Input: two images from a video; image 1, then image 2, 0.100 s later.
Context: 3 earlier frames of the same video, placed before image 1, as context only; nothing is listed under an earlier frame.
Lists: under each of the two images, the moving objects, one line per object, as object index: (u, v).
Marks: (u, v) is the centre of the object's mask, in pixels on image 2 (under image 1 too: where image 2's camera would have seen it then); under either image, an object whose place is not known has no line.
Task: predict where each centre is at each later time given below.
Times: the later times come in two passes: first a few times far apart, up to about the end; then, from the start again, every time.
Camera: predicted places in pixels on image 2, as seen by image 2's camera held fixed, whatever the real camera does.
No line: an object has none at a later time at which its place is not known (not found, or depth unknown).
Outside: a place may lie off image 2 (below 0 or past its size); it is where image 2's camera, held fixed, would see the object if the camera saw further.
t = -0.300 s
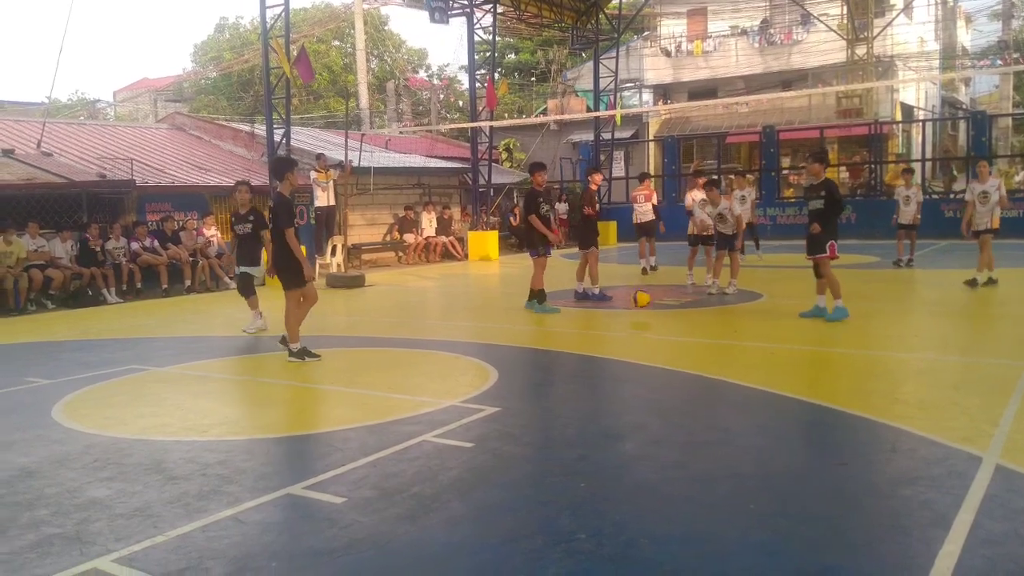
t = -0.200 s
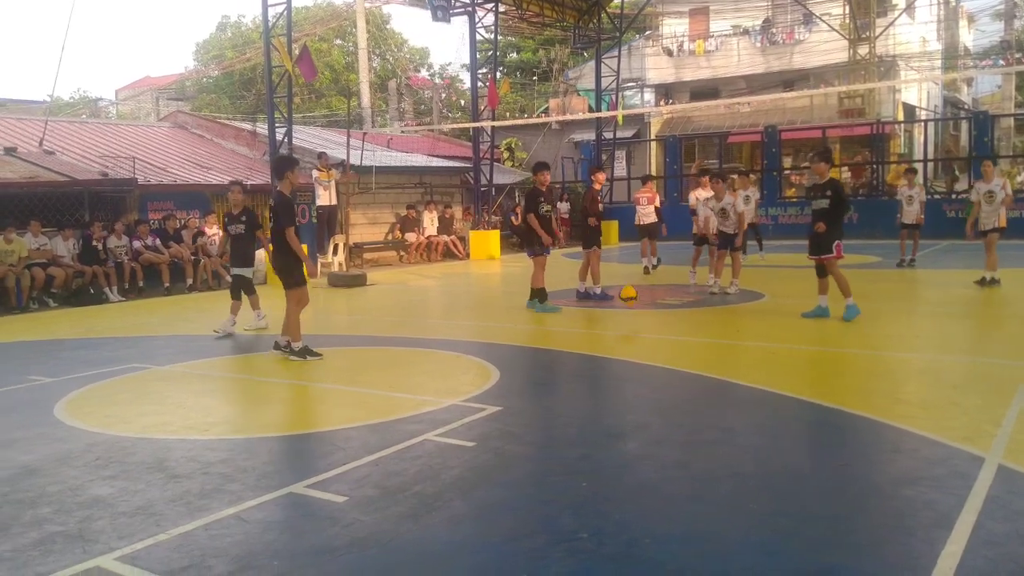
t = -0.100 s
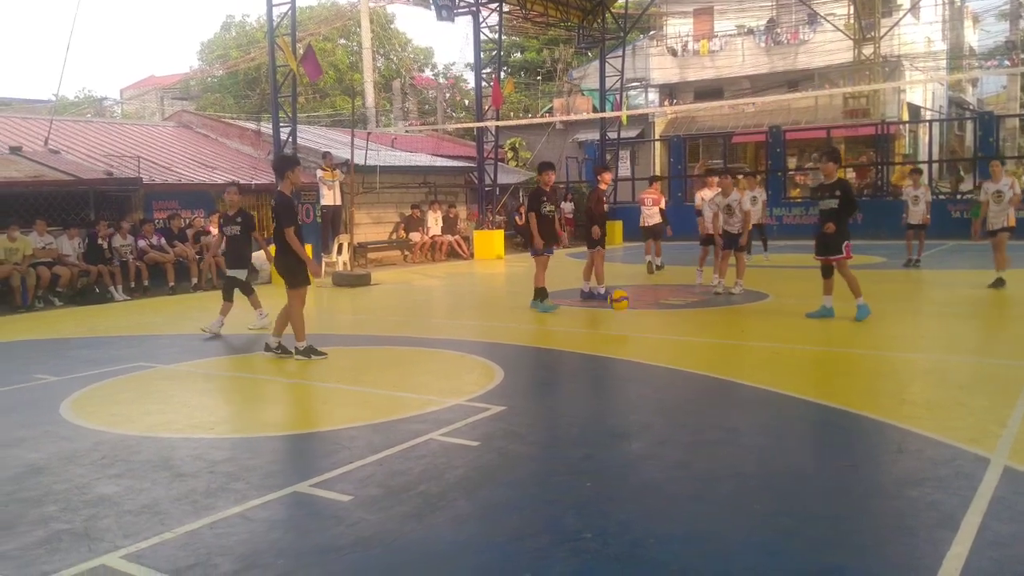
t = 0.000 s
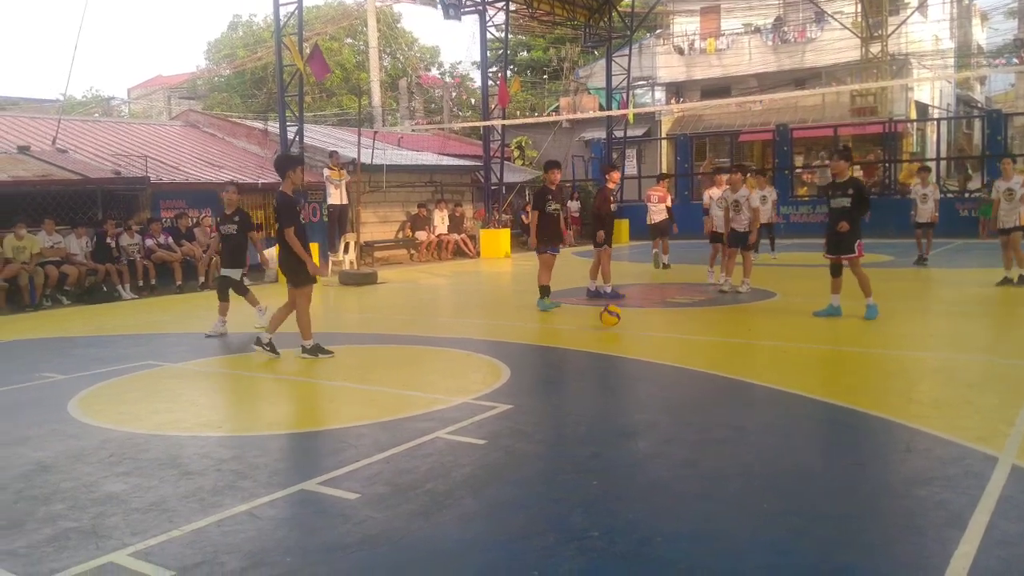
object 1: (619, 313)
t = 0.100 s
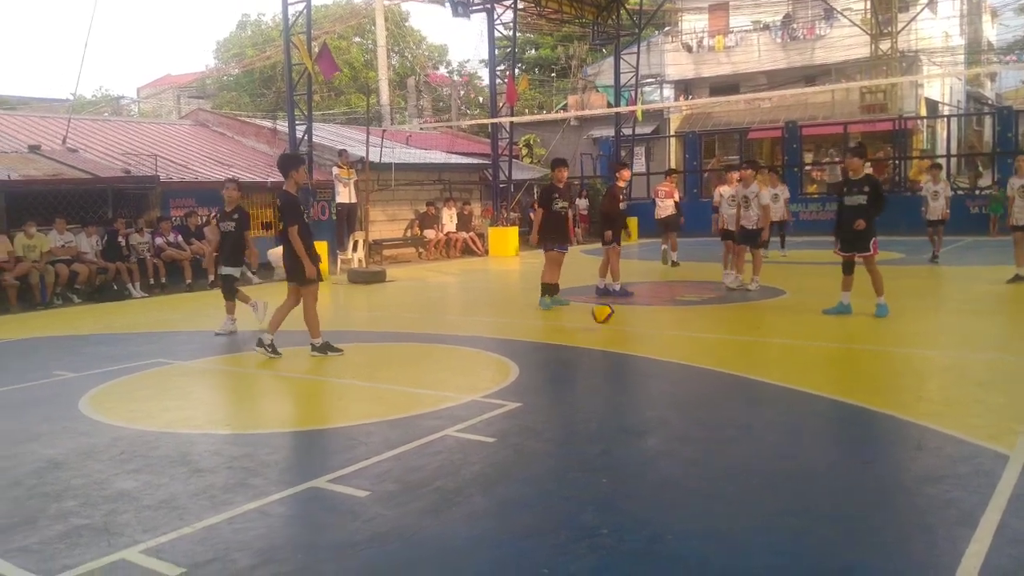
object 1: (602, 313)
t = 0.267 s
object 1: (574, 317)
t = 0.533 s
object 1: (521, 336)
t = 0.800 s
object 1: (458, 358)
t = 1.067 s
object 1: (377, 389)
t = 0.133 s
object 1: (597, 312)
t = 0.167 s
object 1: (591, 312)
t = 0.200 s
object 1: (586, 312)
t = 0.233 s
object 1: (580, 315)
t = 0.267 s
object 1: (574, 317)
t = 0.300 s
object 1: (568, 322)
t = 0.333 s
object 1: (561, 328)
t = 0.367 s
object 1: (556, 336)
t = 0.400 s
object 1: (550, 339)
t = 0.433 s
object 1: (543, 336)
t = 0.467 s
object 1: (536, 335)
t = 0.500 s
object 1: (529, 334)
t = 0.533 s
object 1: (521, 336)
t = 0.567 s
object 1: (515, 338)
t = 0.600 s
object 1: (507, 343)
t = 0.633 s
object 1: (499, 347)
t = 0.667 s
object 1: (491, 355)
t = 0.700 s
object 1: (483, 362)
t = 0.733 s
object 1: (475, 359)
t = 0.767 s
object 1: (466, 358)
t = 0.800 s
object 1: (458, 358)
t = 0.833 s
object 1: (448, 360)
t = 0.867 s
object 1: (439, 364)
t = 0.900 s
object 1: (429, 369)
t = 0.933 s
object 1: (419, 376)
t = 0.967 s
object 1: (408, 386)
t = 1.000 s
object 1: (399, 388)
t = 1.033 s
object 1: (387, 388)
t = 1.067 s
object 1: (377, 389)
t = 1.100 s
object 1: (364, 394)
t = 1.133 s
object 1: (353, 399)
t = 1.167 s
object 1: (340, 406)
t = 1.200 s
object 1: (328, 416)
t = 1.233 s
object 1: (314, 417)
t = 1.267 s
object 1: (301, 419)
